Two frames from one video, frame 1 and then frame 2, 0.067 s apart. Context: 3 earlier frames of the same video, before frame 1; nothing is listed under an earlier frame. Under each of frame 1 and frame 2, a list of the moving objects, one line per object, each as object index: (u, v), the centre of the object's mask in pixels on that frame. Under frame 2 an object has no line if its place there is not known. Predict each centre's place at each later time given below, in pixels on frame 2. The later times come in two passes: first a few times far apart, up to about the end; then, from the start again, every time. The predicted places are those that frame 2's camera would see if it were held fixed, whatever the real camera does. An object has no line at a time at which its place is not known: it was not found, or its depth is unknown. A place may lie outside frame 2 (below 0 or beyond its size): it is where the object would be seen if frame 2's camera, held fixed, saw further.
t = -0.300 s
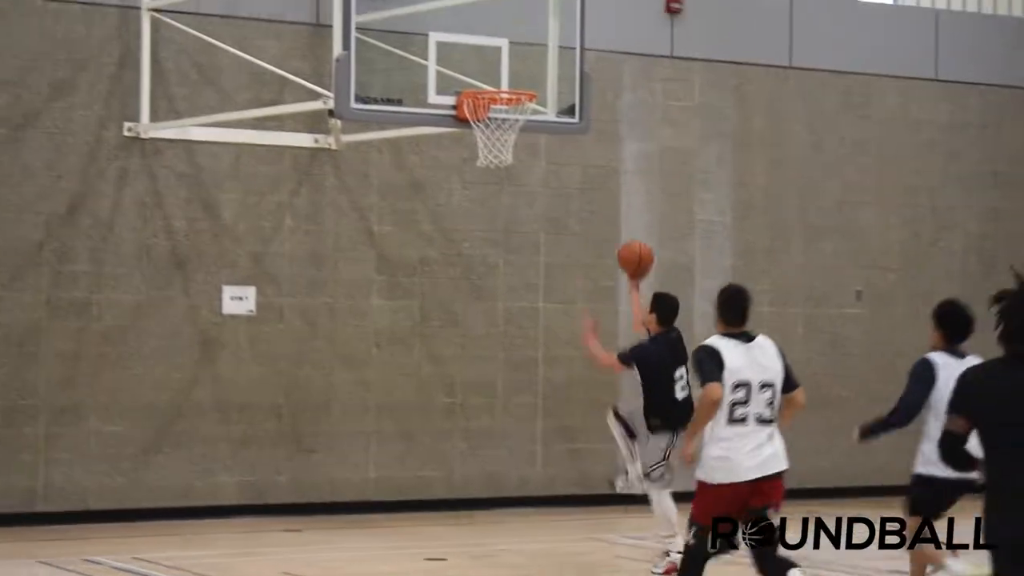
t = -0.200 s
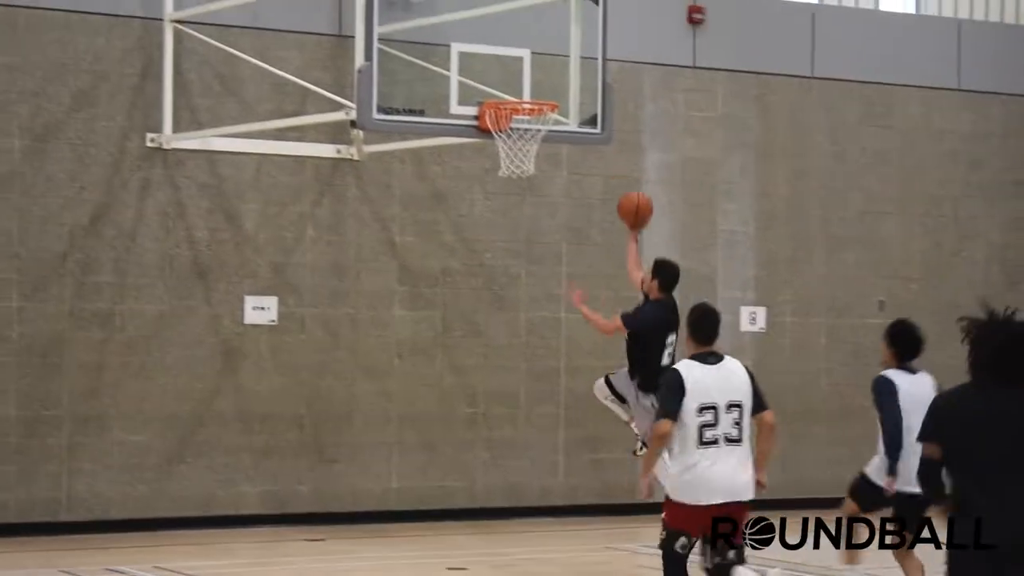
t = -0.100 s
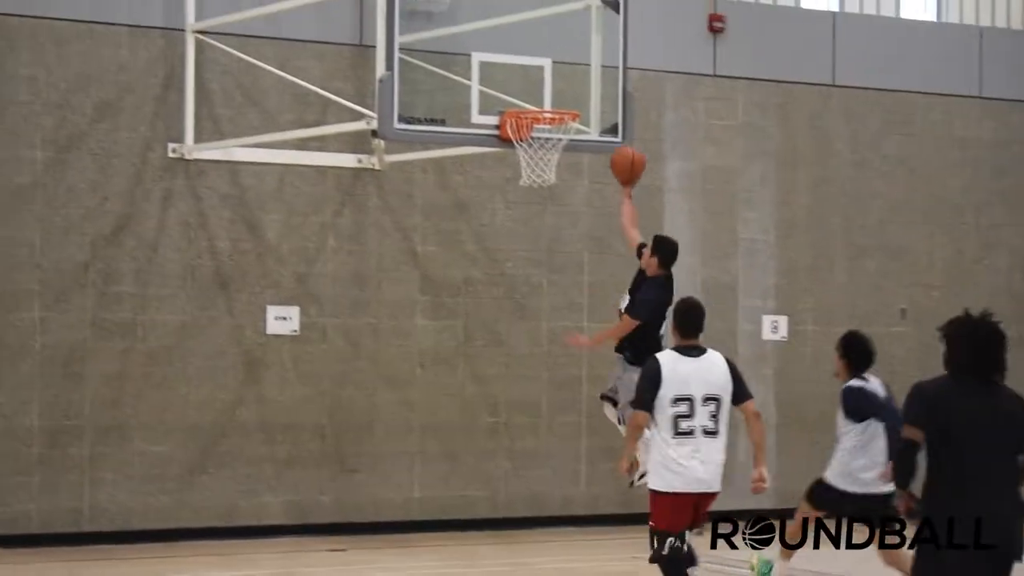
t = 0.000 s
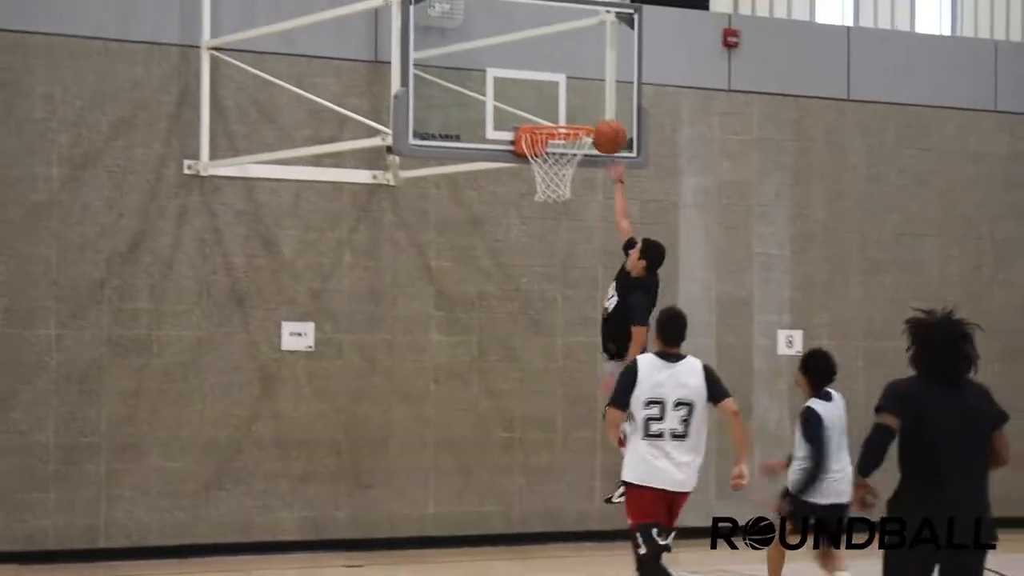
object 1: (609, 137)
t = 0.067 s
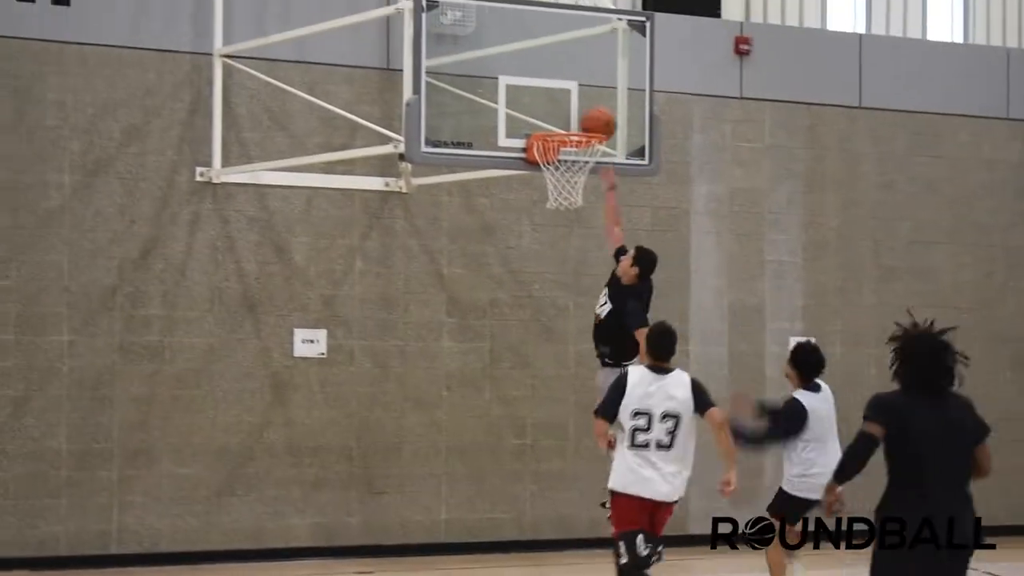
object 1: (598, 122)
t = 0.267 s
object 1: (589, 114)
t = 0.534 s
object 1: (565, 160)
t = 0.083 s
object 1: (593, 118)
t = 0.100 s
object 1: (590, 116)
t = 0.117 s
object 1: (589, 115)
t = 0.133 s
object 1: (590, 113)
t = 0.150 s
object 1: (589, 112)
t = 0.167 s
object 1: (589, 112)
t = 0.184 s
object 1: (589, 111)
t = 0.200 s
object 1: (589, 111)
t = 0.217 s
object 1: (589, 111)
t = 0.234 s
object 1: (589, 112)
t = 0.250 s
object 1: (588, 112)
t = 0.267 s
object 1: (589, 114)
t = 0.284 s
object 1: (589, 116)
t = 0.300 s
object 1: (588, 118)
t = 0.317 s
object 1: (589, 119)
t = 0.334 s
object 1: (588, 121)
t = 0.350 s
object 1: (587, 122)
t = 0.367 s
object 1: (585, 123)
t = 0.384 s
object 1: (583, 123)
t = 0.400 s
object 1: (581, 124)
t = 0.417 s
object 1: (579, 132)
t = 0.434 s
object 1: (577, 135)
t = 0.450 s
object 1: (577, 138)
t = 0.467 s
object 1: (573, 148)
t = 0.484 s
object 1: (564, 149)
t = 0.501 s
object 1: (568, 154)
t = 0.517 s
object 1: (565, 155)
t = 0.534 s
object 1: (565, 160)
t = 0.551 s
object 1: (558, 163)
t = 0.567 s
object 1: (559, 173)
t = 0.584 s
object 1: (558, 175)
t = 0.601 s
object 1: (555, 178)
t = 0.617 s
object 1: (554, 179)
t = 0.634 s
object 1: (552, 182)
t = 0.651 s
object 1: (550, 195)
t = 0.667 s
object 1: (549, 196)
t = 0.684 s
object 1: (549, 197)
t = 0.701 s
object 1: (548, 199)
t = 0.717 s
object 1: (546, 201)
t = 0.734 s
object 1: (544, 204)
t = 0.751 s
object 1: (543, 207)
